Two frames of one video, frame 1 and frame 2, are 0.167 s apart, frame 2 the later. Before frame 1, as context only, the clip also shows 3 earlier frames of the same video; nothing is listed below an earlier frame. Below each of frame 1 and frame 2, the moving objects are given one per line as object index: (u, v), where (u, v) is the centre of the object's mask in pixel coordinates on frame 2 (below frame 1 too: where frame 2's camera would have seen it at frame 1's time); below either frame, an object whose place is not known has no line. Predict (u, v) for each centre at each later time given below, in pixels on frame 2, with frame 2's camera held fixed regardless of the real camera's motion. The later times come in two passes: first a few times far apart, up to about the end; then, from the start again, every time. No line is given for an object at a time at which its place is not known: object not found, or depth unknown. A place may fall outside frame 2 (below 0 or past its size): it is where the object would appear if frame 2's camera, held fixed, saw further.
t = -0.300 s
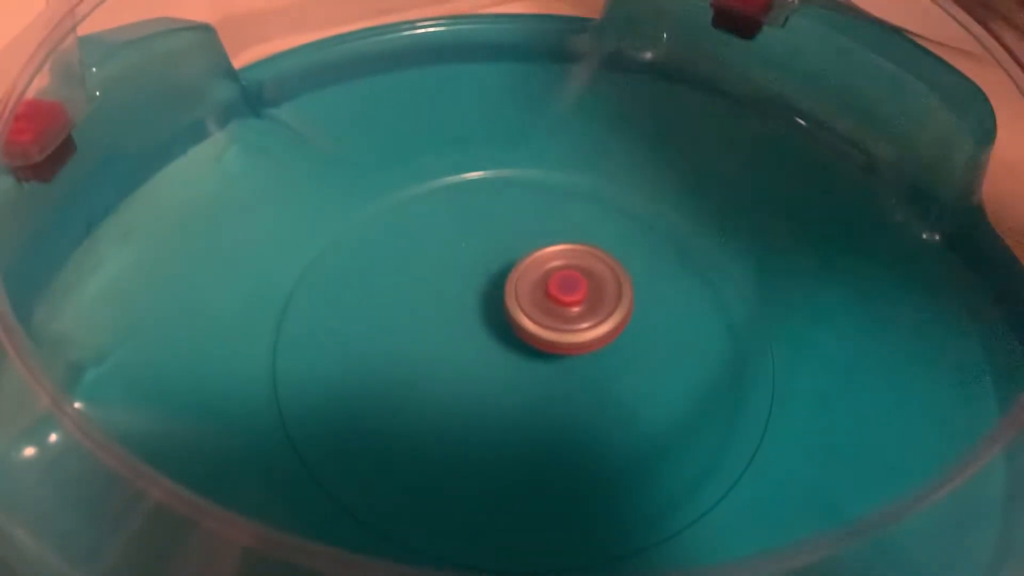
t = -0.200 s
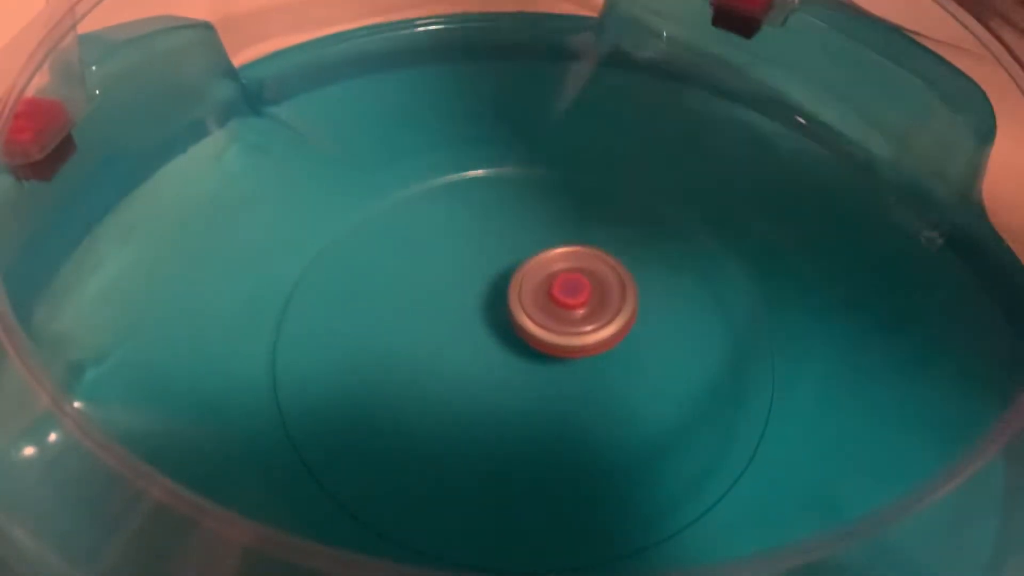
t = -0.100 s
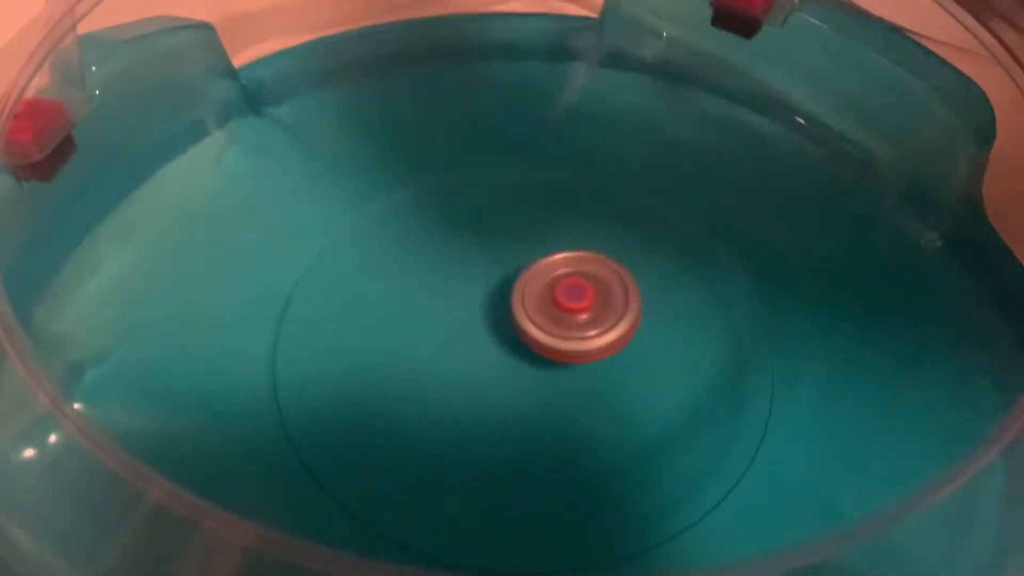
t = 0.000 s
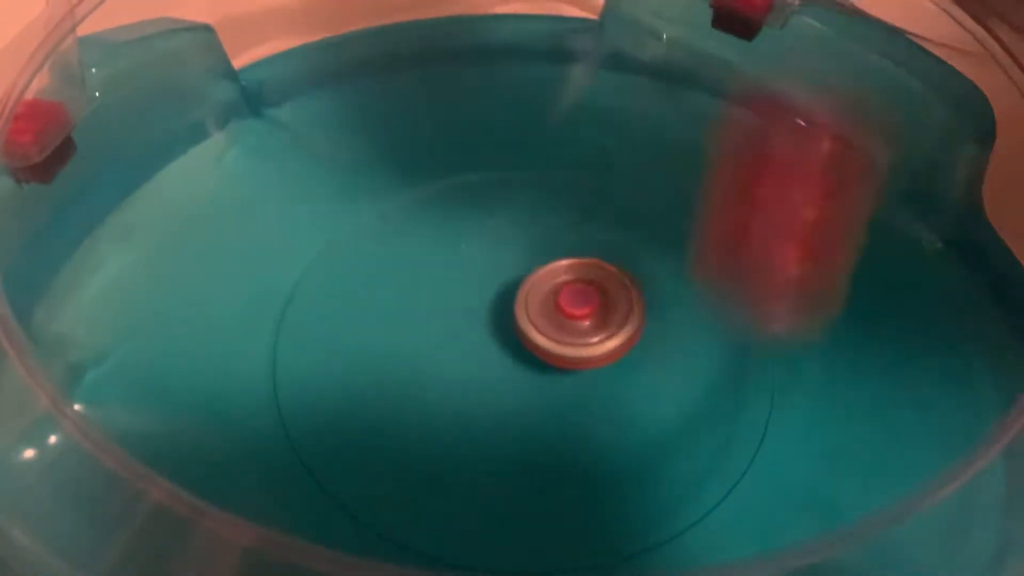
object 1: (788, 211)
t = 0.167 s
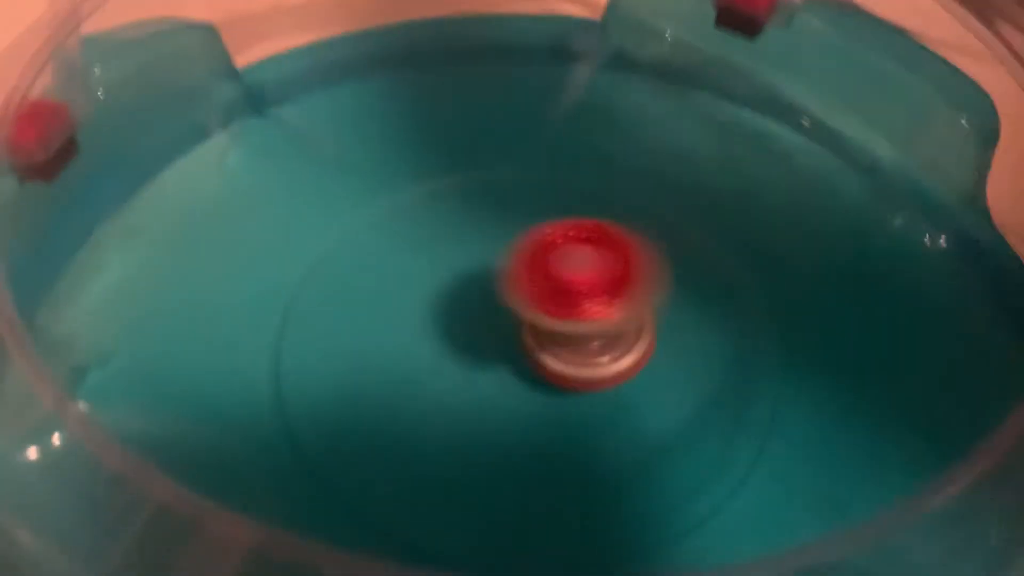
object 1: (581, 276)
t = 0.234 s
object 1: (492, 335)
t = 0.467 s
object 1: (187, 219)
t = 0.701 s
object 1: (299, 324)
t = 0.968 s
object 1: (416, 413)
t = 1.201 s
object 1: (384, 481)
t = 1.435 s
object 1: (458, 402)
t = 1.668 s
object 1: (390, 309)
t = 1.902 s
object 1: (354, 333)
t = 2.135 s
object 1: (372, 499)
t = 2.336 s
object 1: (626, 506)
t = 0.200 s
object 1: (534, 295)
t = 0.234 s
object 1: (492, 335)
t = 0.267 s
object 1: (431, 330)
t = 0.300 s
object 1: (363, 315)
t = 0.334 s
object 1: (309, 285)
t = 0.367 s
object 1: (264, 260)
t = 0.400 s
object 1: (232, 242)
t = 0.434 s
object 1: (204, 225)
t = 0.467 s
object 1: (187, 219)
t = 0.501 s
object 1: (175, 216)
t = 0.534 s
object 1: (181, 222)
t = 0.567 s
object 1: (196, 236)
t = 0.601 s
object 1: (214, 254)
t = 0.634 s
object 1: (236, 274)
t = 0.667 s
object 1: (265, 298)
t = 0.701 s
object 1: (299, 324)
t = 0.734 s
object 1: (338, 348)
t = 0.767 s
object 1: (378, 371)
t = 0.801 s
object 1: (416, 391)
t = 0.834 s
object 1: (428, 396)
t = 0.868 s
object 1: (434, 400)
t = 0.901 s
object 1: (434, 404)
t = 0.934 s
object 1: (429, 409)
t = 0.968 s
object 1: (416, 413)
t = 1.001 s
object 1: (400, 418)
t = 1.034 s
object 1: (383, 426)
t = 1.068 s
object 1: (369, 437)
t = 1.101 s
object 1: (358, 449)
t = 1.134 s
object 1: (358, 464)
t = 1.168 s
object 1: (367, 474)
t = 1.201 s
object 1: (384, 481)
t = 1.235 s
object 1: (406, 480)
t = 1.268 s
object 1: (430, 472)
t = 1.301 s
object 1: (446, 462)
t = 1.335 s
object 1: (450, 454)
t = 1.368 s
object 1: (454, 438)
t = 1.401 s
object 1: (457, 421)
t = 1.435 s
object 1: (458, 402)
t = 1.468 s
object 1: (453, 383)
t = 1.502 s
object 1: (439, 368)
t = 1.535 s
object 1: (432, 358)
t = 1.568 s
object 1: (425, 344)
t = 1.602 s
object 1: (415, 330)
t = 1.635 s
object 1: (402, 317)
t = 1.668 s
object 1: (390, 309)
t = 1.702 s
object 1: (376, 305)
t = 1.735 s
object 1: (361, 301)
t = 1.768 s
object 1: (349, 302)
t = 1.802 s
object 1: (342, 307)
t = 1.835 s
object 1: (340, 315)
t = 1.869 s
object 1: (343, 325)
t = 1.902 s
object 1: (354, 333)
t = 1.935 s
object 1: (370, 338)
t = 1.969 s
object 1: (389, 341)
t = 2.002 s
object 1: (410, 340)
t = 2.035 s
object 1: (394, 381)
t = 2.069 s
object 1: (368, 436)
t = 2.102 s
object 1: (355, 482)
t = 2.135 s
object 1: (372, 499)
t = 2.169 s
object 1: (402, 519)
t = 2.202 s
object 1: (440, 526)
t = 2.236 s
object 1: (483, 529)
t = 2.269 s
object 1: (531, 529)
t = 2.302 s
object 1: (583, 520)
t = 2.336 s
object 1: (626, 506)
